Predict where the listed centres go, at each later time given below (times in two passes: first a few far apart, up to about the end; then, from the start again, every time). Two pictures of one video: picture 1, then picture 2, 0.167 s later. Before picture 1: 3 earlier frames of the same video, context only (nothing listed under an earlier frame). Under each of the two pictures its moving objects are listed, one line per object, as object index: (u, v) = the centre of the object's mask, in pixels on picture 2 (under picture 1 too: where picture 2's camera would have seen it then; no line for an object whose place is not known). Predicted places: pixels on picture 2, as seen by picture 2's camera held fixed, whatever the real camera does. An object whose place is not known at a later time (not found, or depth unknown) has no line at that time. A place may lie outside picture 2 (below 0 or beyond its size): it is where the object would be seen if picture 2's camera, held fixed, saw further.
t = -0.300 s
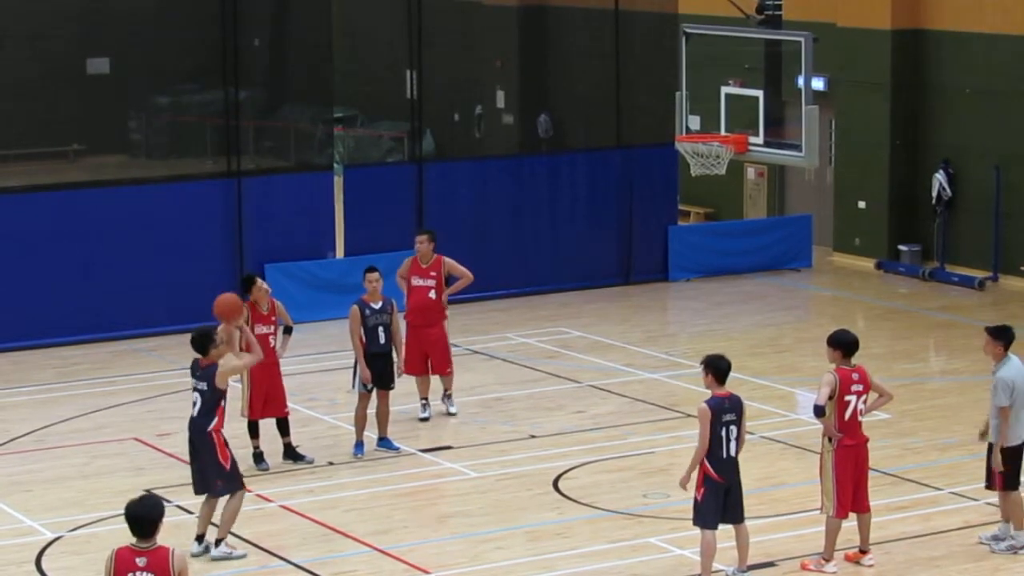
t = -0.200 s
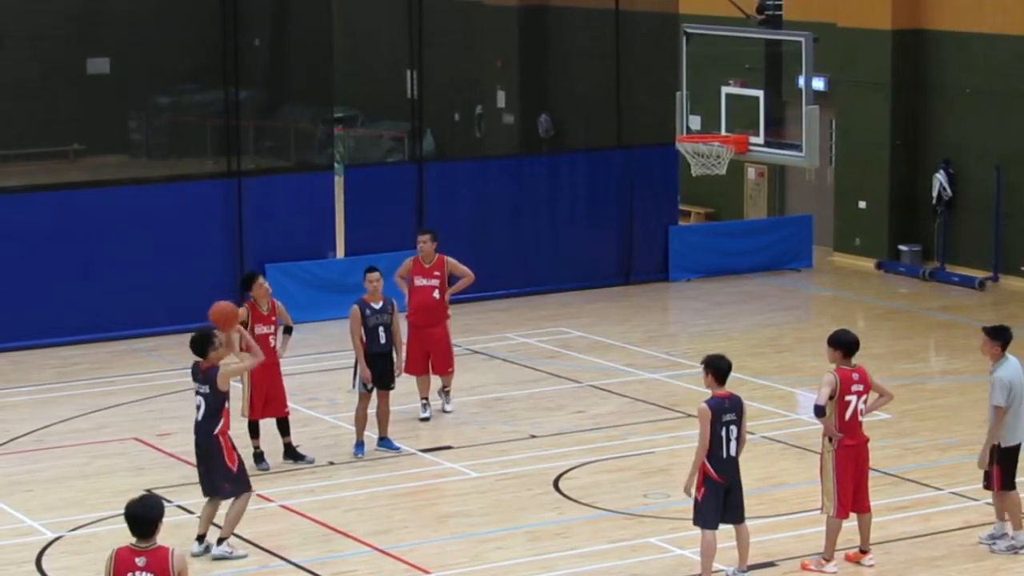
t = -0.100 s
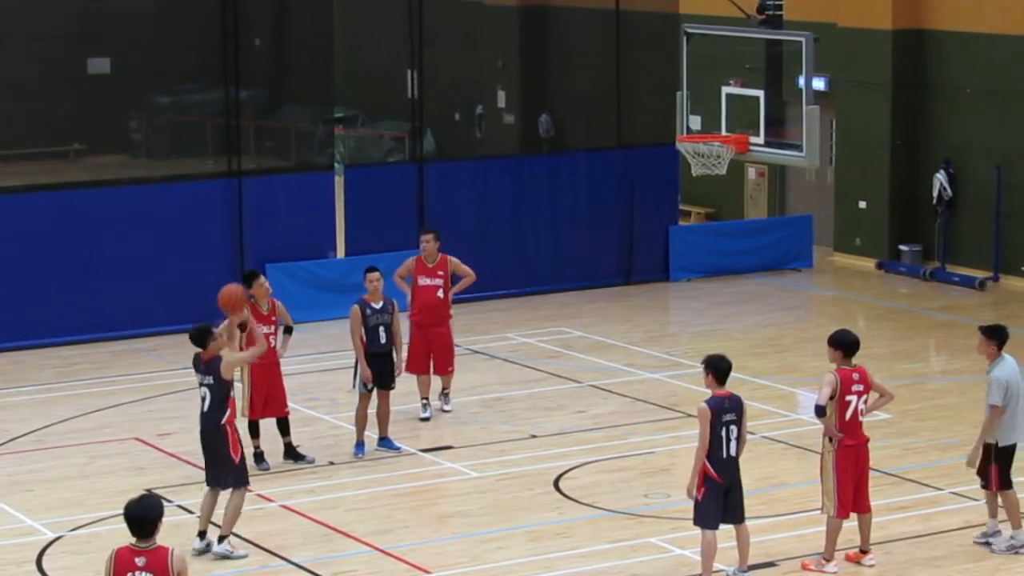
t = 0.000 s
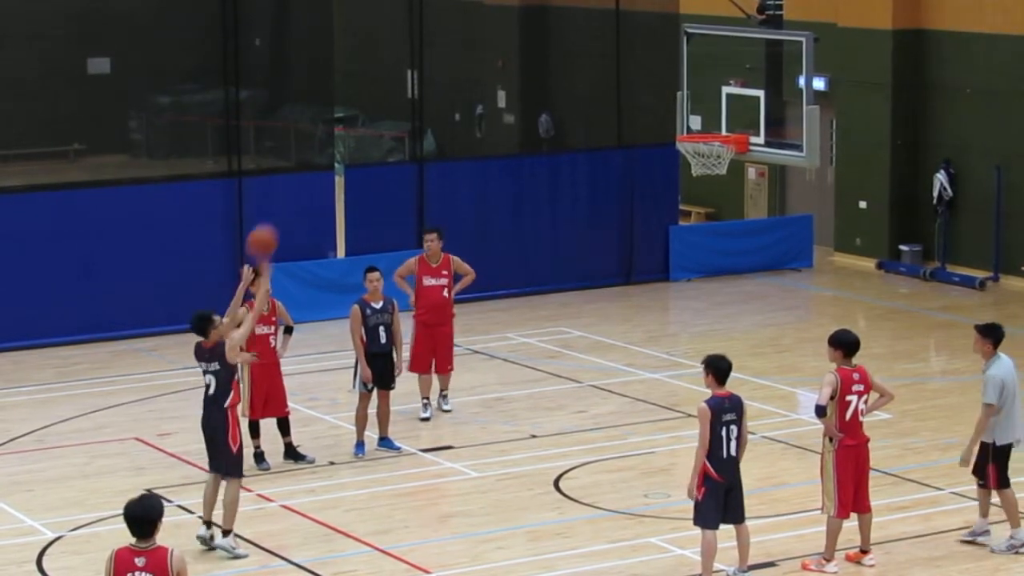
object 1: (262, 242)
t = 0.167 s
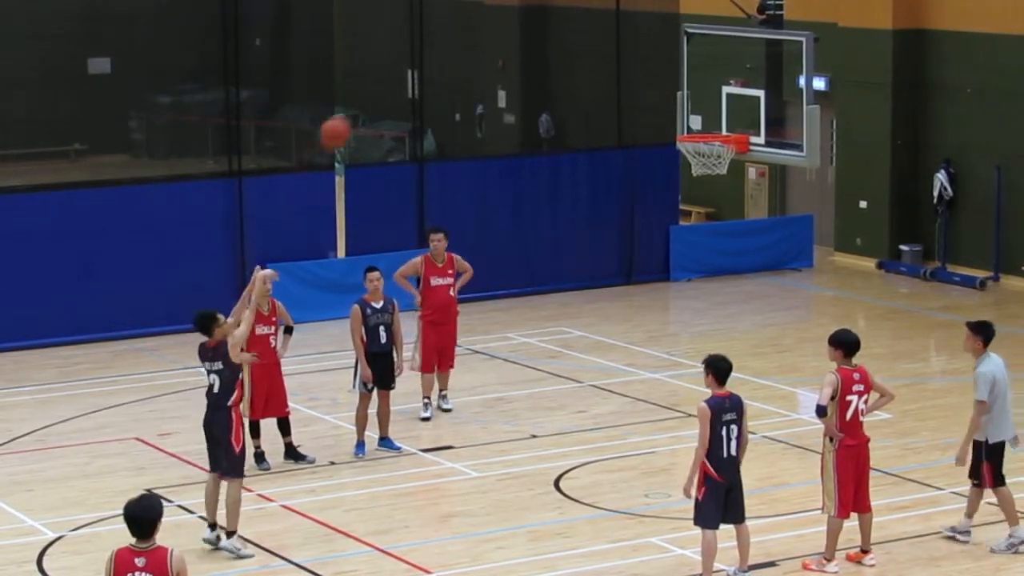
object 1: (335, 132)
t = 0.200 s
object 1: (350, 114)
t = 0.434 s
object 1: (450, 32)
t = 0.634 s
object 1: (531, 15)
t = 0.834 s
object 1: (610, 45)
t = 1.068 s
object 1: (693, 127)
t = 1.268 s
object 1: (705, 157)
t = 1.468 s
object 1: (676, 207)
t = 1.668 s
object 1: (652, 301)
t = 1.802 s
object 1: (637, 386)
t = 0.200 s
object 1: (350, 114)
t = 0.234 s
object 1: (365, 99)
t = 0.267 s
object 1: (378, 84)
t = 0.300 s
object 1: (393, 71)
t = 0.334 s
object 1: (407, 59)
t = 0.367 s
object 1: (422, 49)
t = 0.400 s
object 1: (436, 40)
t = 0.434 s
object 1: (450, 32)
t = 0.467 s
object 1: (464, 26)
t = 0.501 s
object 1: (478, 21)
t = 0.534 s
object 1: (491, 17)
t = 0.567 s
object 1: (504, 15)
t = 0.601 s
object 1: (518, 14)
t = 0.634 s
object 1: (531, 15)
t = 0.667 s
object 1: (545, 16)
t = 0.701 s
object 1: (558, 20)
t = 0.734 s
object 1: (571, 24)
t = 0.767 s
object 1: (583, 30)
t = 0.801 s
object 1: (597, 36)
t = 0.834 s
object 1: (610, 45)
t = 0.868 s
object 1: (622, 54)
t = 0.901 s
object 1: (635, 65)
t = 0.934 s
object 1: (647, 77)
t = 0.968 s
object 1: (659, 89)
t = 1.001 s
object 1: (670, 102)
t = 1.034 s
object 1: (682, 116)
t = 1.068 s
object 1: (693, 127)
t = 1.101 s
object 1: (702, 129)
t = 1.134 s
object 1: (710, 128)
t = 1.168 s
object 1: (715, 132)
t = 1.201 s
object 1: (714, 134)
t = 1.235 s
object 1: (713, 151)
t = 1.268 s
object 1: (705, 157)
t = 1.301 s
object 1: (696, 166)
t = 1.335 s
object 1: (693, 172)
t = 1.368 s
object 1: (689, 178)
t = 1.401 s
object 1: (684, 187)
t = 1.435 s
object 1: (681, 195)
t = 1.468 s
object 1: (676, 207)
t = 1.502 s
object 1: (673, 219)
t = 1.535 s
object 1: (668, 233)
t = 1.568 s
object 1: (664, 248)
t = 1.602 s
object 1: (660, 264)
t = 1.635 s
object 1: (656, 280)
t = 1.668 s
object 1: (652, 301)
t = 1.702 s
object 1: (648, 321)
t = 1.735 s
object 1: (645, 341)
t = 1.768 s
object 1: (641, 362)
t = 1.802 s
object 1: (637, 386)
